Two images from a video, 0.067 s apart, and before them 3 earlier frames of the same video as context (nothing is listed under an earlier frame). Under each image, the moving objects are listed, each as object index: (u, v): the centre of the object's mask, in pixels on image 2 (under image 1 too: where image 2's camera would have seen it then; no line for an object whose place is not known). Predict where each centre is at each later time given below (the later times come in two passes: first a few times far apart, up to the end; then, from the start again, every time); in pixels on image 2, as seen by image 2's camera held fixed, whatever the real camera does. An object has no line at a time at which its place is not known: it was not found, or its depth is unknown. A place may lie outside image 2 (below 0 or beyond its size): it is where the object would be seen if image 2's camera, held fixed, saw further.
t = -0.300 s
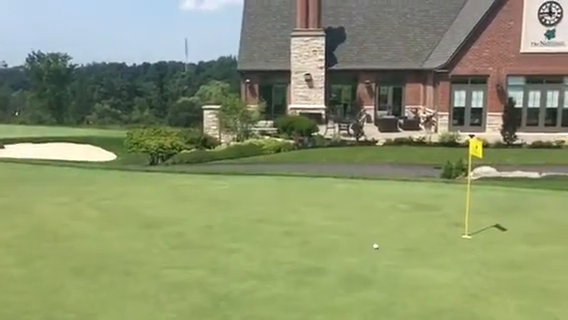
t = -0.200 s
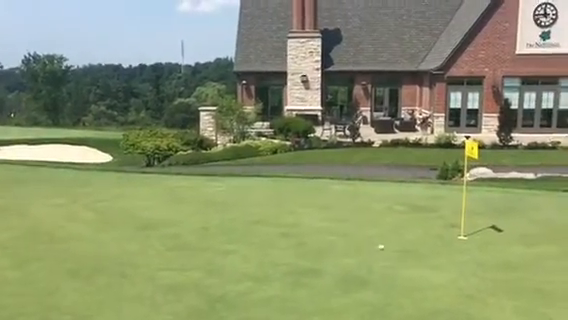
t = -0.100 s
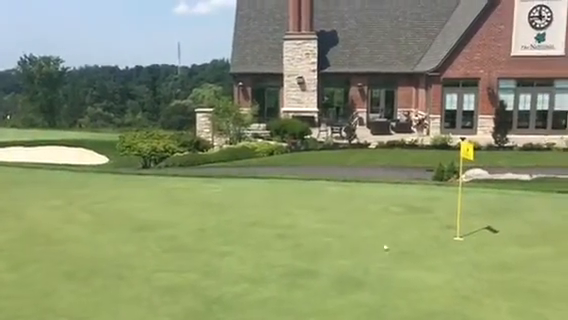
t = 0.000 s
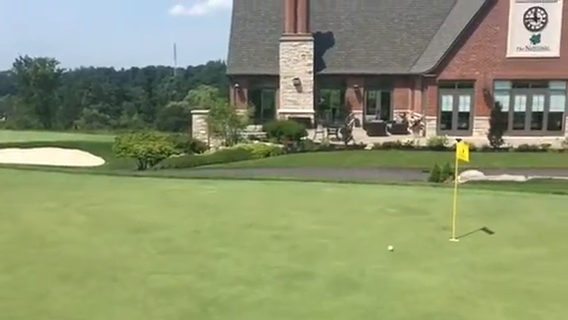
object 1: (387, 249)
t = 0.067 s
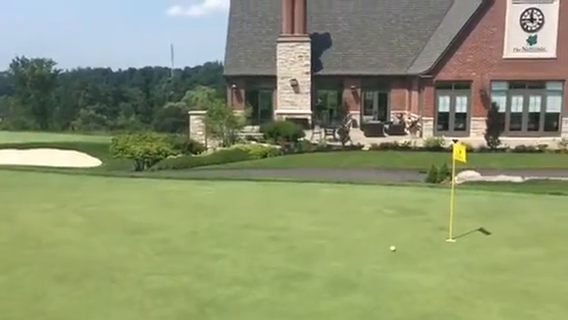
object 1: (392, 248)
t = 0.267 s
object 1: (406, 247)
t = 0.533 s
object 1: (422, 244)
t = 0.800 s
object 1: (434, 243)
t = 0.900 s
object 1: (437, 242)
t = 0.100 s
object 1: (395, 248)
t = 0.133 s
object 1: (397, 248)
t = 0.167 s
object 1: (400, 248)
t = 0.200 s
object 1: (402, 247)
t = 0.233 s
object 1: (404, 247)
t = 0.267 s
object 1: (406, 247)
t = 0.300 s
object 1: (409, 246)
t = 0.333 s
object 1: (411, 246)
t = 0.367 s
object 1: (412, 245)
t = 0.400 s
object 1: (415, 245)
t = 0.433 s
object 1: (417, 245)
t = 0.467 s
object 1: (419, 245)
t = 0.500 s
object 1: (420, 245)
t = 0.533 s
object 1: (422, 244)
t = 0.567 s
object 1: (424, 244)
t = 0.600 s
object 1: (425, 244)
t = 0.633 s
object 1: (427, 244)
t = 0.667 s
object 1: (428, 243)
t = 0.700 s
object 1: (430, 243)
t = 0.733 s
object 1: (432, 243)
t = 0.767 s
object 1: (433, 243)
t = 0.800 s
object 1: (434, 243)
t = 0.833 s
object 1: (435, 242)
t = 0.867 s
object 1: (436, 242)
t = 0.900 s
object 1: (437, 242)
